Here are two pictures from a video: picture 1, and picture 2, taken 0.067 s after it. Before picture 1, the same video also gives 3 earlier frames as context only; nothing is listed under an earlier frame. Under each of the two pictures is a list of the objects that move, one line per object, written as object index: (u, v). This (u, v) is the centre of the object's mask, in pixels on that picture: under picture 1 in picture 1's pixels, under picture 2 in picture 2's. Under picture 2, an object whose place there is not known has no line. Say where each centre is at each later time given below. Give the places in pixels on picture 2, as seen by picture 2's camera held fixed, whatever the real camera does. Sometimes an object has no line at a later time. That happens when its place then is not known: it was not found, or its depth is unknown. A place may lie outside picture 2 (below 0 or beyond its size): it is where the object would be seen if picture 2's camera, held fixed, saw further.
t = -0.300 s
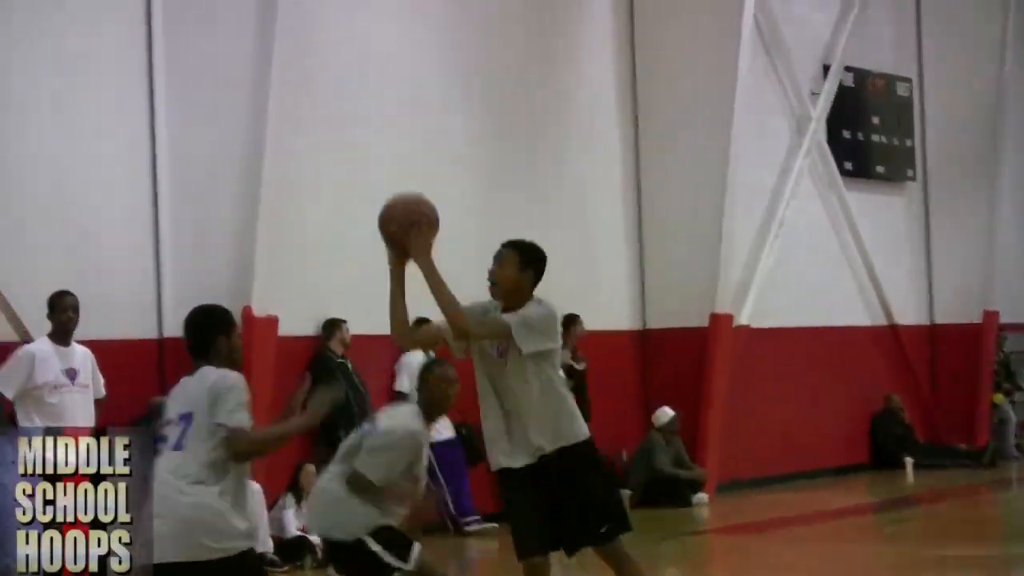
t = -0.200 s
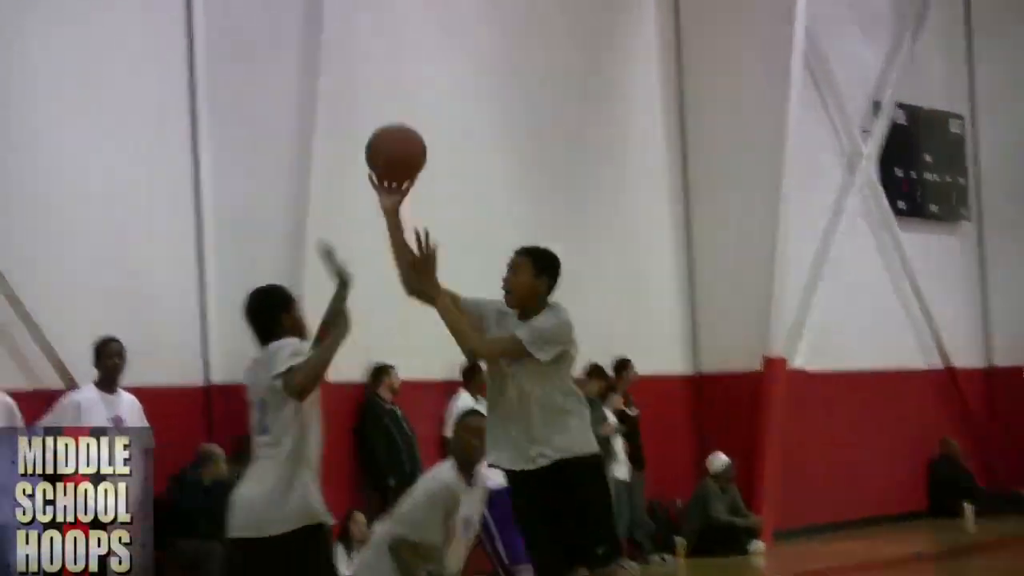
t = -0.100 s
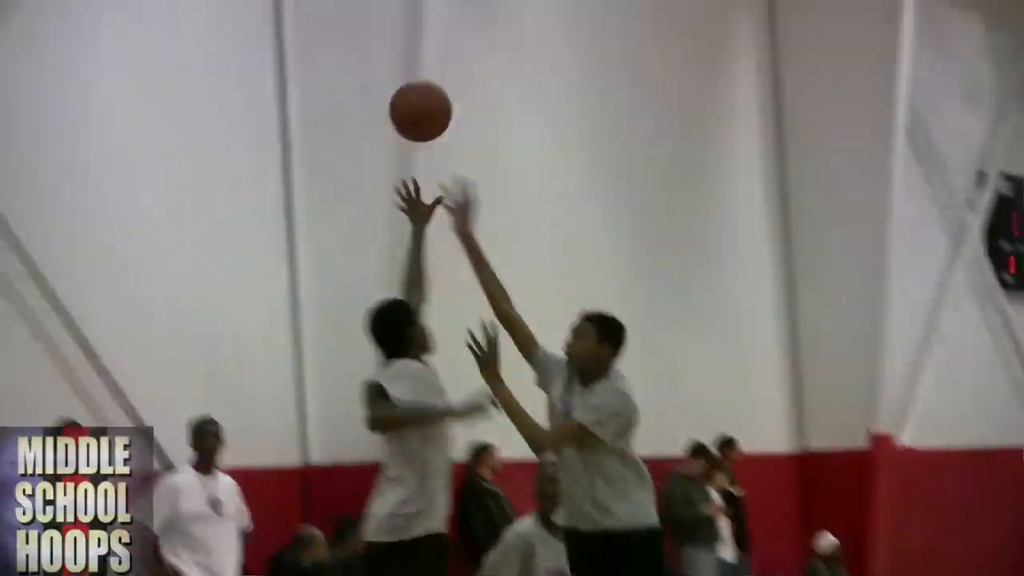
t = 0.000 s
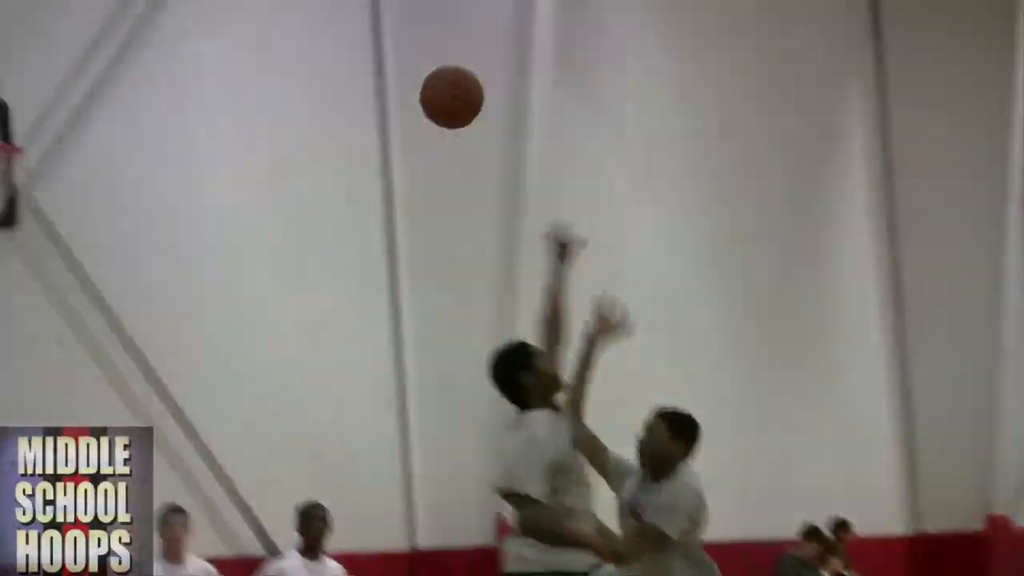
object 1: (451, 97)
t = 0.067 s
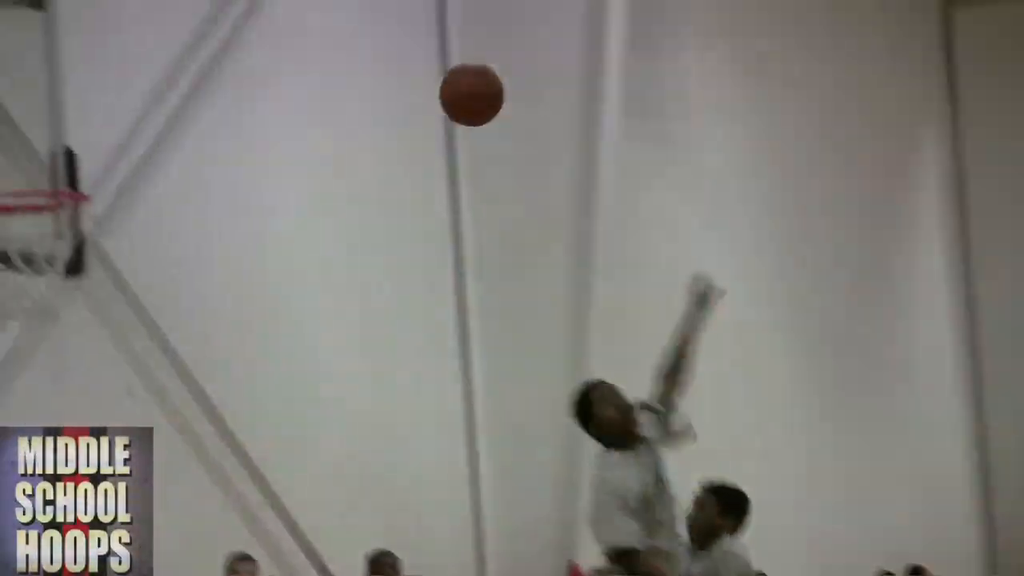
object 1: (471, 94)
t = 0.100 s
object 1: (450, 77)
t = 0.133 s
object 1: (427, 62)
